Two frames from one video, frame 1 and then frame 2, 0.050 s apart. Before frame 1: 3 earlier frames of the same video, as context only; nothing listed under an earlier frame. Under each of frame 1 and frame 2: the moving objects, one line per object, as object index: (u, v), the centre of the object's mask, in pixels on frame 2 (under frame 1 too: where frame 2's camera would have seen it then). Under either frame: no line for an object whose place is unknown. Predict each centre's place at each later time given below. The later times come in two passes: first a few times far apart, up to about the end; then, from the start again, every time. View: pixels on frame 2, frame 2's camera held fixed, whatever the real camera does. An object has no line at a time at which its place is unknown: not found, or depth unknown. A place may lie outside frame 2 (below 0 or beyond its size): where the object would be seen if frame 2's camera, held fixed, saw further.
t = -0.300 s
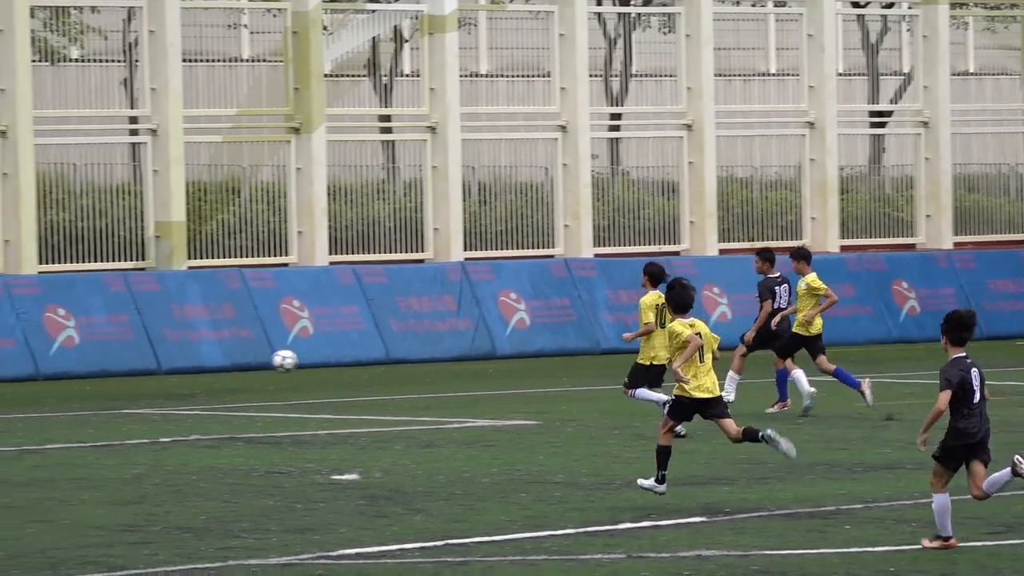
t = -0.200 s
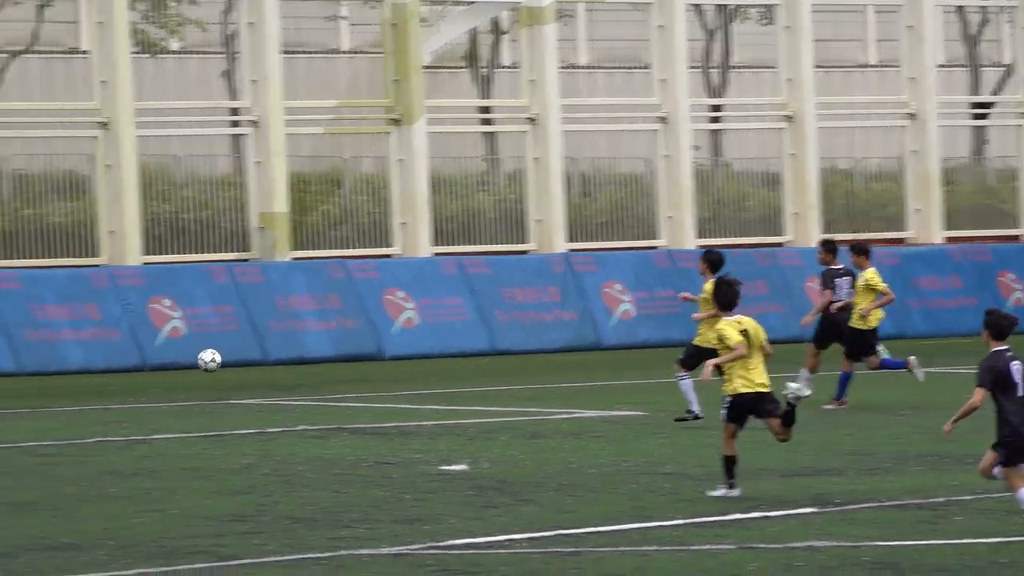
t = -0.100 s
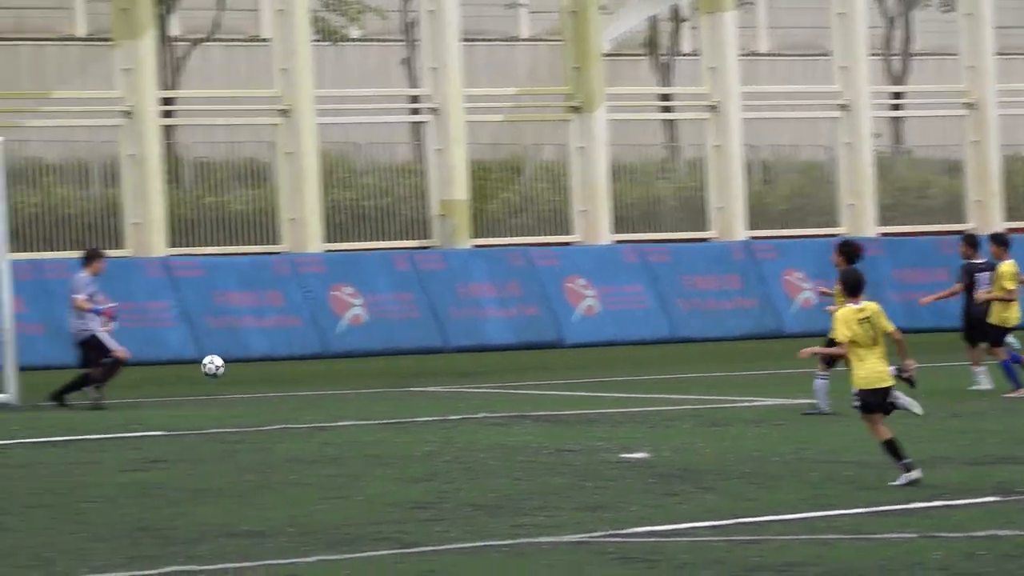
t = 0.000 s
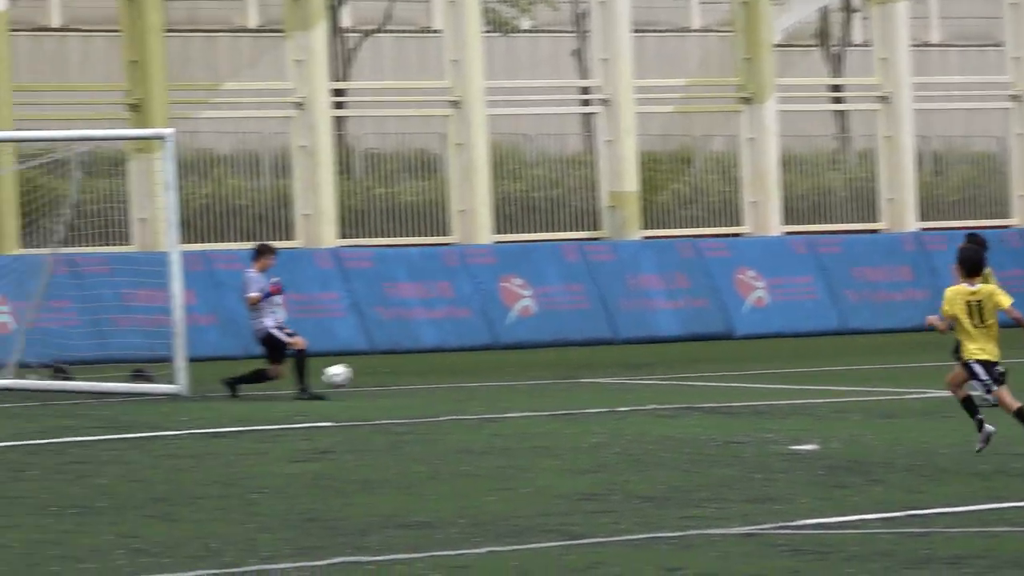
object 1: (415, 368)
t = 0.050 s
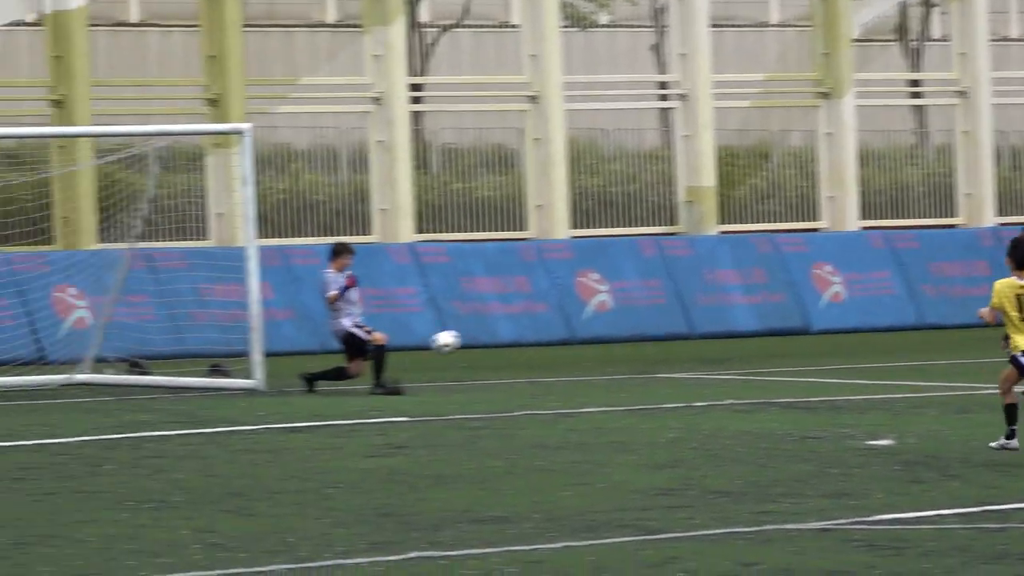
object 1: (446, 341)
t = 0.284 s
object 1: (602, 248)
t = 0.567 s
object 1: (787, 216)
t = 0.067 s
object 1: (457, 333)
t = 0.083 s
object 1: (468, 325)
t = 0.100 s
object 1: (480, 317)
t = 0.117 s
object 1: (491, 310)
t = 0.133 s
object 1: (503, 302)
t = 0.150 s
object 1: (514, 295)
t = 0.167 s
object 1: (525, 288)
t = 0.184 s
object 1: (536, 281)
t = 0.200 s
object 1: (547, 275)
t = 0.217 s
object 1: (558, 269)
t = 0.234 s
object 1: (569, 263)
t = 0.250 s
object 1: (580, 258)
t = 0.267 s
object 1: (592, 253)
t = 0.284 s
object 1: (602, 248)
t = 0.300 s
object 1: (614, 243)
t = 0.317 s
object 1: (624, 240)
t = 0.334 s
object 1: (635, 235)
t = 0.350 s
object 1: (646, 232)
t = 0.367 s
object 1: (657, 228)
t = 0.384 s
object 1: (667, 226)
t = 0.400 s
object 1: (678, 224)
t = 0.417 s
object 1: (688, 221)
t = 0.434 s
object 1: (699, 219)
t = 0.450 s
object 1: (710, 218)
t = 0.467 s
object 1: (721, 217)
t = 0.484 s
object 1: (731, 216)
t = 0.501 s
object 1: (742, 215)
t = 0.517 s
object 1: (753, 215)
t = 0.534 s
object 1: (764, 215)
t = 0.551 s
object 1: (776, 215)
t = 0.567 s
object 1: (787, 216)
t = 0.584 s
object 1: (798, 217)
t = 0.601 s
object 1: (809, 218)
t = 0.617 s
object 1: (821, 220)
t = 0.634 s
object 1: (832, 223)
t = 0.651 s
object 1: (843, 225)
